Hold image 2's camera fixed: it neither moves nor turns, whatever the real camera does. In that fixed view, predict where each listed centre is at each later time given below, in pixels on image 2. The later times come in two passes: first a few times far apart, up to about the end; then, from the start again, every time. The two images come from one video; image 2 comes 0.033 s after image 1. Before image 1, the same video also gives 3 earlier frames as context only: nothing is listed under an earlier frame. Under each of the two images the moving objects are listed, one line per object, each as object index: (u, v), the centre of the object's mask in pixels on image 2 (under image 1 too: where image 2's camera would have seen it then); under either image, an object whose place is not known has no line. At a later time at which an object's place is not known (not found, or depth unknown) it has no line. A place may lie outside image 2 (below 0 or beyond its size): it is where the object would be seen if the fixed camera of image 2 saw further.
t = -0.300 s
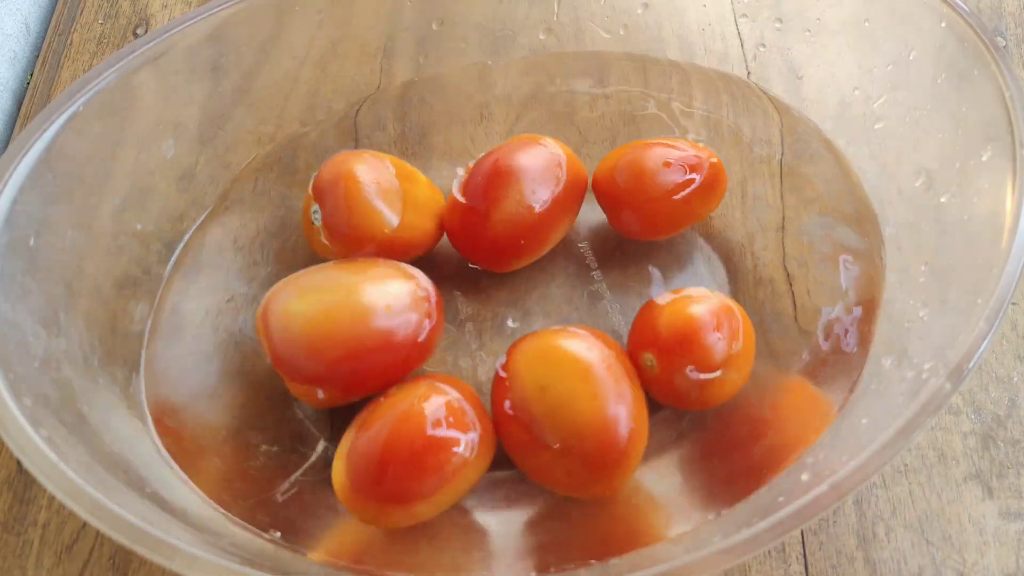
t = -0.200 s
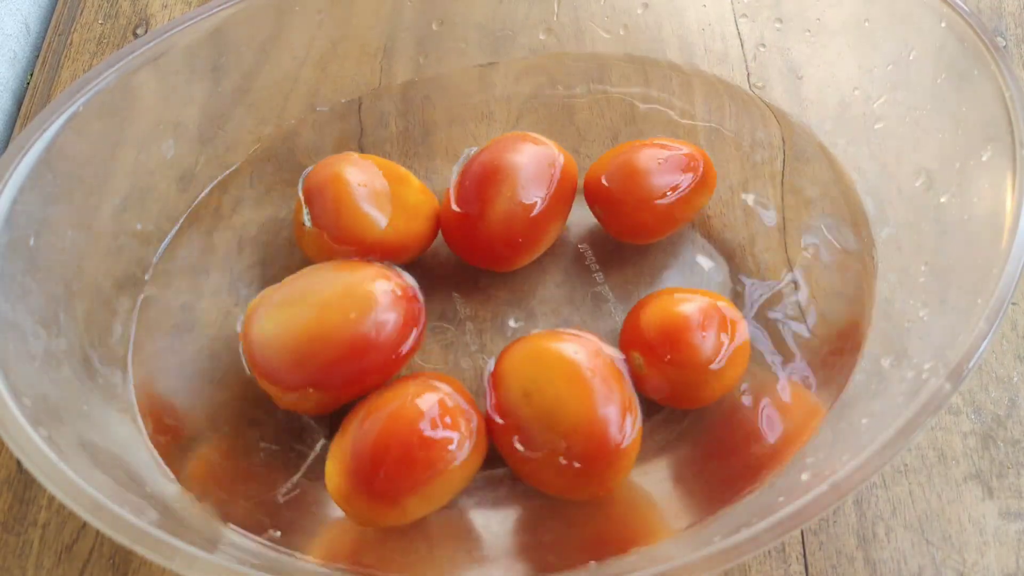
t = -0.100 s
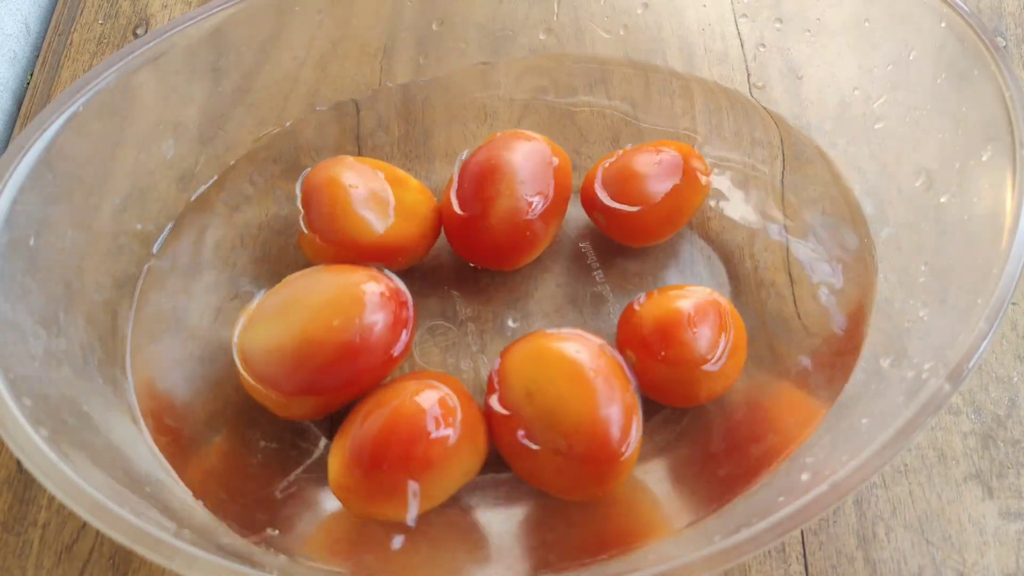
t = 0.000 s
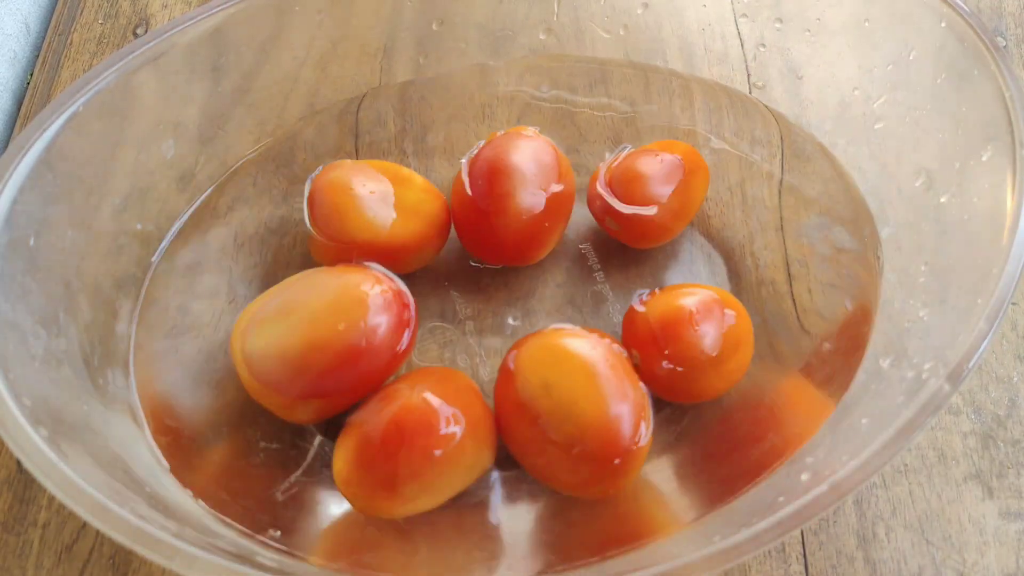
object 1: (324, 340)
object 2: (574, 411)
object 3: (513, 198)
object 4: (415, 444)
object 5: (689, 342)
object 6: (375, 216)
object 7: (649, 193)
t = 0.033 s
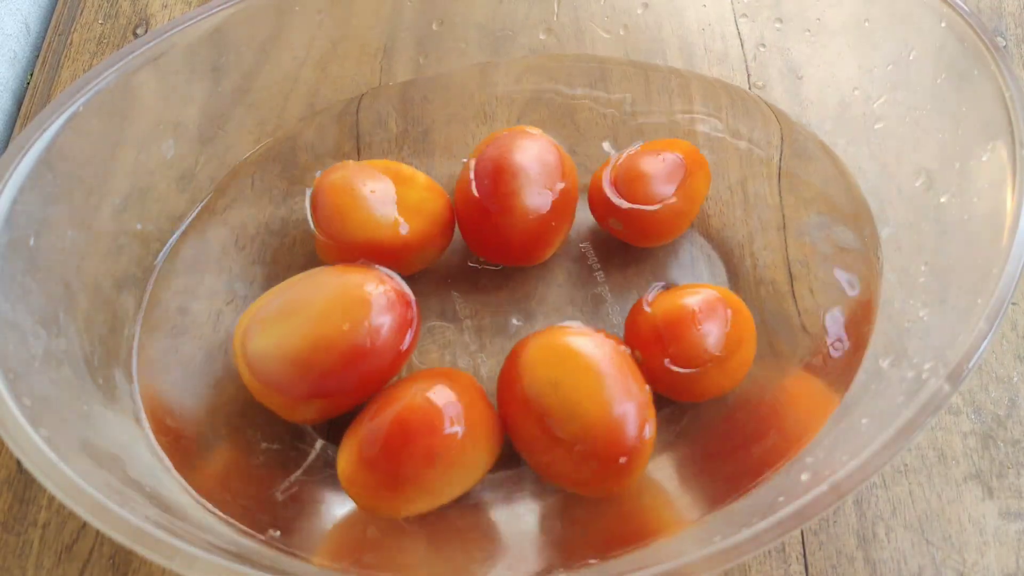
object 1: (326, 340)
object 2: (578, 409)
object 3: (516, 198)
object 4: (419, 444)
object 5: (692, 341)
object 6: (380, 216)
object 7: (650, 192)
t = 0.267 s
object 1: (346, 340)
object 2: (600, 400)
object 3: (544, 196)
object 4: (434, 447)
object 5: (714, 327)
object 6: (403, 215)
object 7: (667, 181)
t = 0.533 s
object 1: (345, 336)
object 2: (589, 404)
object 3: (535, 201)
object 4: (426, 447)
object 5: (702, 320)
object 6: (391, 211)
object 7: (654, 186)
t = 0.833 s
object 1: (346, 334)
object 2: (582, 421)
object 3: (508, 207)
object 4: (418, 450)
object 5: (644, 295)
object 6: (364, 202)
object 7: (616, 177)
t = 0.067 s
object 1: (329, 341)
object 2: (581, 408)
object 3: (521, 198)
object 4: (423, 444)
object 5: (696, 340)
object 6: (385, 216)
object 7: (653, 191)
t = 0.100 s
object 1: (331, 341)
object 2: (586, 407)
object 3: (526, 196)
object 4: (426, 443)
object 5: (700, 338)
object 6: (389, 216)
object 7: (656, 190)
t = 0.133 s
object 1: (335, 341)
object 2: (590, 405)
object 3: (531, 196)
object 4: (429, 444)
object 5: (704, 336)
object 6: (392, 216)
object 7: (660, 188)
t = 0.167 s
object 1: (338, 341)
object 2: (594, 404)
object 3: (535, 196)
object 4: (431, 445)
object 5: (706, 333)
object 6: (395, 216)
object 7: (662, 185)
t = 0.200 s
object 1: (342, 341)
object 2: (597, 402)
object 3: (539, 196)
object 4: (433, 446)
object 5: (710, 331)
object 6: (399, 216)
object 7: (665, 183)
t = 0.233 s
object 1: (344, 340)
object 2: (599, 400)
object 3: (542, 196)
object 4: (434, 446)
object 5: (712, 328)
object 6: (402, 215)
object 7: (666, 182)
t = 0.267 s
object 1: (346, 340)
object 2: (600, 400)
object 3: (544, 196)
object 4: (434, 447)
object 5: (714, 327)
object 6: (403, 215)
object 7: (667, 181)
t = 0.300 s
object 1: (348, 339)
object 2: (601, 400)
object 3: (545, 196)
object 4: (434, 448)
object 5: (715, 325)
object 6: (405, 216)
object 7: (667, 181)
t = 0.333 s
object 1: (349, 338)
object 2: (600, 399)
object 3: (544, 197)
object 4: (433, 448)
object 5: (715, 323)
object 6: (406, 215)
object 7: (666, 180)
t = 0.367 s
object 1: (349, 337)
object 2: (599, 398)
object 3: (544, 197)
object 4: (432, 448)
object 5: (714, 321)
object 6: (404, 215)
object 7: (665, 180)
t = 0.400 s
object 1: (349, 337)
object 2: (598, 398)
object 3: (543, 198)
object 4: (431, 448)
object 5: (713, 320)
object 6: (402, 214)
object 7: (663, 181)
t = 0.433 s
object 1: (349, 336)
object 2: (596, 399)
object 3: (542, 199)
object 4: (430, 448)
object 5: (710, 320)
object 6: (399, 213)
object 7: (662, 183)
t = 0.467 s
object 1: (348, 336)
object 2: (594, 401)
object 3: (540, 199)
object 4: (428, 447)
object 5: (708, 320)
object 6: (397, 213)
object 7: (660, 184)
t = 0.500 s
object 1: (346, 336)
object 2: (592, 402)
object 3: (537, 200)
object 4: (427, 447)
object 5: (705, 320)
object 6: (394, 212)
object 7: (657, 185)
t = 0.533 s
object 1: (345, 336)
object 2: (589, 404)
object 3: (535, 201)
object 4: (426, 447)
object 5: (702, 320)
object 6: (391, 211)
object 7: (654, 186)
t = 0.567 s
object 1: (344, 336)
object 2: (585, 406)
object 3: (532, 201)
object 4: (425, 447)
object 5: (683, 334)
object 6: (388, 211)
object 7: (650, 185)
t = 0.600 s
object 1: (344, 337)
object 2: (585, 409)
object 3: (531, 201)
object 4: (426, 447)
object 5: (684, 318)
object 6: (386, 210)
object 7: (647, 186)
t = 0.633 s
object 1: (344, 337)
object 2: (582, 409)
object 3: (530, 202)
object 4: (426, 446)
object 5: (678, 310)
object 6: (384, 210)
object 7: (646, 185)
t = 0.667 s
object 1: (344, 337)
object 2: (583, 411)
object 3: (528, 201)
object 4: (425, 447)
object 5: (678, 302)
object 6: (383, 209)
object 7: (645, 190)
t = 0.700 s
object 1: (344, 336)
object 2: (583, 412)
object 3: (528, 204)
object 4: (425, 446)
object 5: (671, 299)
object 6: (382, 208)
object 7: (646, 188)
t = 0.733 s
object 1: (344, 336)
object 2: (582, 415)
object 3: (520, 204)
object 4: (425, 447)
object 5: (665, 296)
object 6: (381, 208)
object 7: (634, 184)
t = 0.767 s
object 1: (345, 335)
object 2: (581, 417)
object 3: (512, 205)
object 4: (423, 448)
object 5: (656, 293)
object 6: (374, 207)
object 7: (626, 184)
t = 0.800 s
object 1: (346, 335)
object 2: (582, 419)
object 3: (511, 205)
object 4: (420, 450)
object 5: (650, 289)
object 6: (369, 205)
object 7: (625, 175)
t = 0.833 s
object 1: (346, 334)
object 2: (582, 421)
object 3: (508, 207)
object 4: (418, 450)
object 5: (644, 295)
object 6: (364, 202)
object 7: (616, 177)
